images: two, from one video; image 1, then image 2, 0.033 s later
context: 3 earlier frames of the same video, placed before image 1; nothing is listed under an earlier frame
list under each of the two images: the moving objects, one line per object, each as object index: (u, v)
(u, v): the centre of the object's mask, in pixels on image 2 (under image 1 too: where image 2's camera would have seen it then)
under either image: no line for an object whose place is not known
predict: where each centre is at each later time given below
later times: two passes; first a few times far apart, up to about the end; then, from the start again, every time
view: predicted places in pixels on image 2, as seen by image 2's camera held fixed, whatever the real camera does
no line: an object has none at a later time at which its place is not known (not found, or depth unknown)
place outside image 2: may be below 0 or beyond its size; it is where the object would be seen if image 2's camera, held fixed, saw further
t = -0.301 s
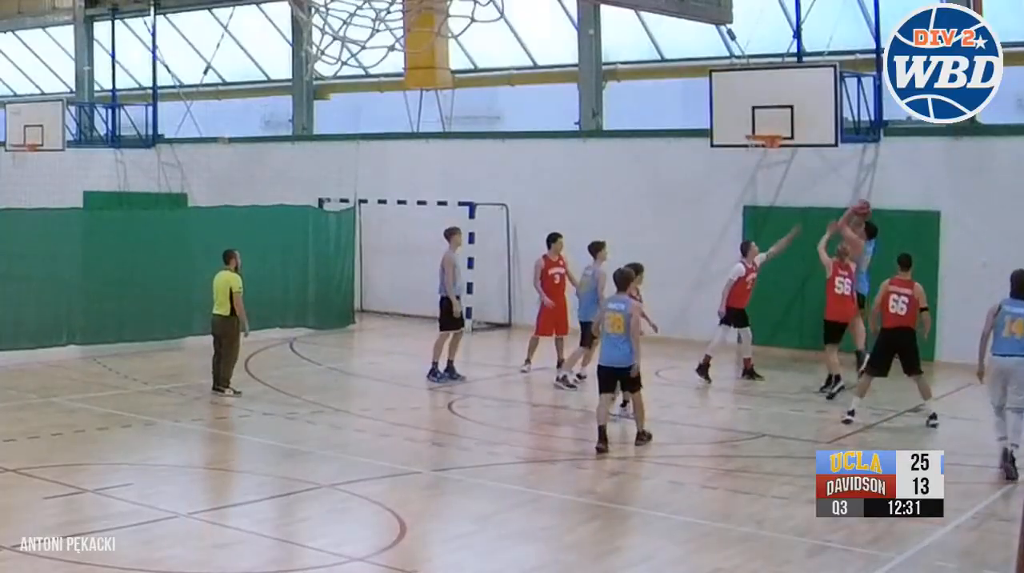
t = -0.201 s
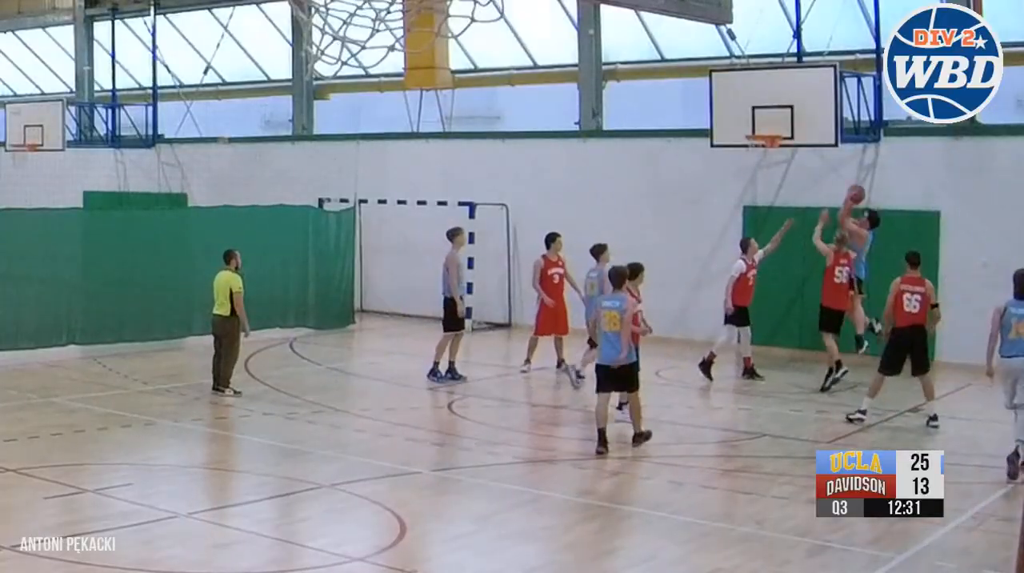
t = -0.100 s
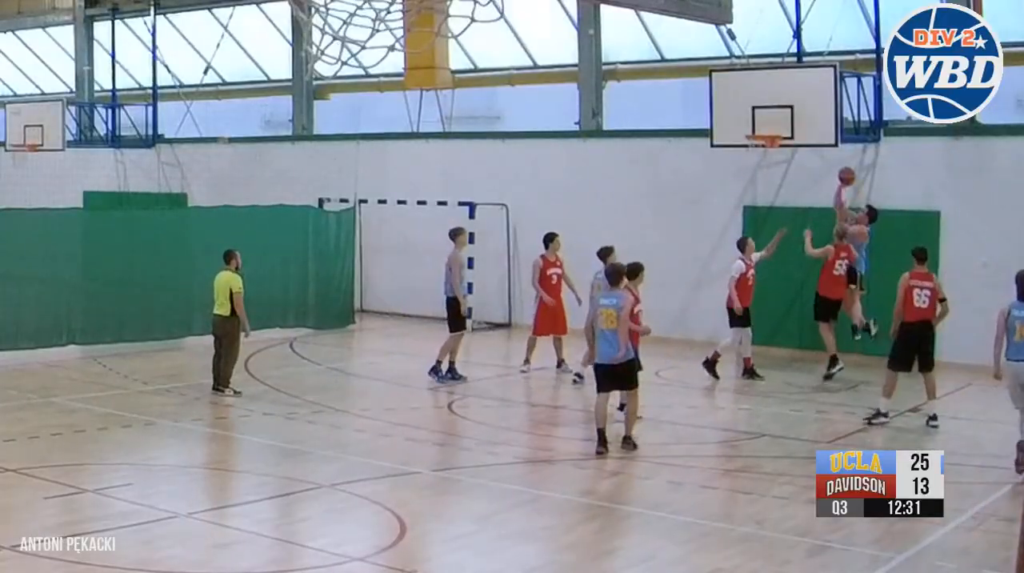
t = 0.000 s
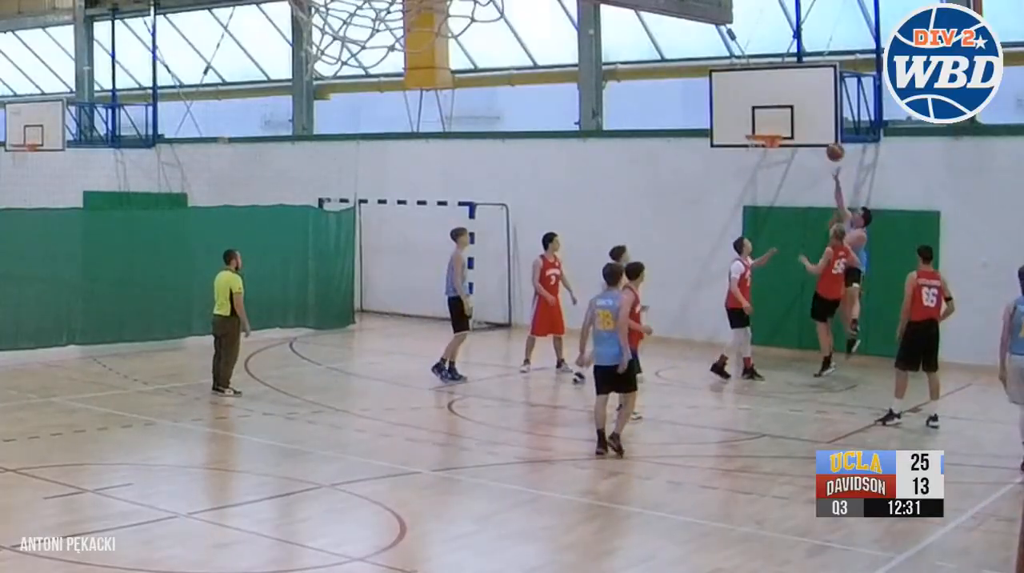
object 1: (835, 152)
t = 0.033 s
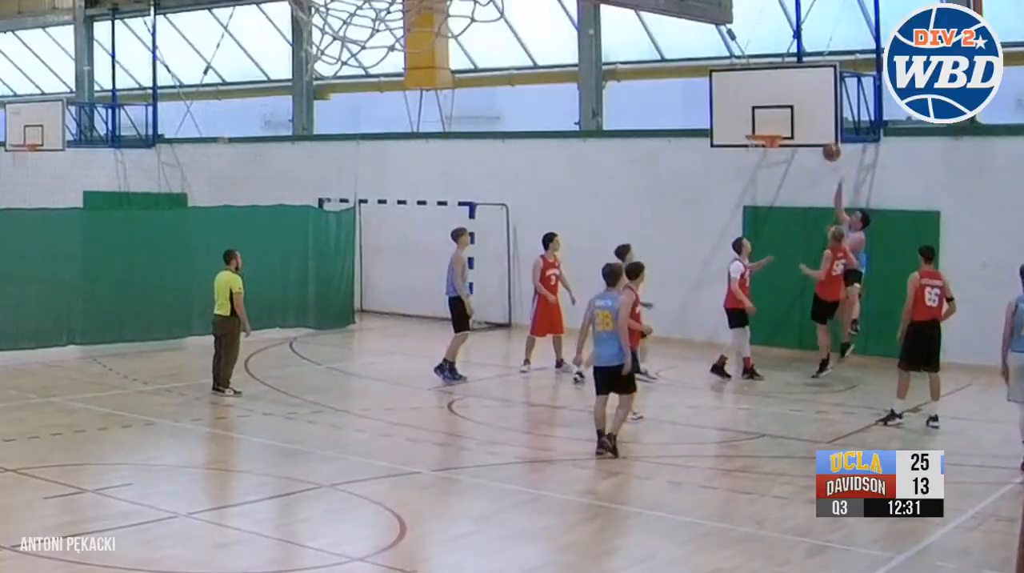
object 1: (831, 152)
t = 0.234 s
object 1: (807, 170)
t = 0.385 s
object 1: (787, 204)
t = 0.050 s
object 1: (829, 152)
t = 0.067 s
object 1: (827, 152)
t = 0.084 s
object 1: (825, 152)
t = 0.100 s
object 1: (824, 153)
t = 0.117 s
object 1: (821, 155)
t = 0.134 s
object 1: (819, 156)
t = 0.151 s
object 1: (817, 158)
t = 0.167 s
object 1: (815, 160)
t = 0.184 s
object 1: (813, 162)
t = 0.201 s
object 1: (811, 164)
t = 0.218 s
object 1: (809, 167)
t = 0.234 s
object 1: (807, 170)
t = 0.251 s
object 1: (805, 172)
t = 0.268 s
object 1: (803, 175)
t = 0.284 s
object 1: (800, 179)
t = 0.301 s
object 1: (798, 182)
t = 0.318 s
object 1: (796, 186)
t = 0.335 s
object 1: (794, 190)
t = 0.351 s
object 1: (792, 194)
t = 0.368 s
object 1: (790, 199)
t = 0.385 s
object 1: (787, 204)
